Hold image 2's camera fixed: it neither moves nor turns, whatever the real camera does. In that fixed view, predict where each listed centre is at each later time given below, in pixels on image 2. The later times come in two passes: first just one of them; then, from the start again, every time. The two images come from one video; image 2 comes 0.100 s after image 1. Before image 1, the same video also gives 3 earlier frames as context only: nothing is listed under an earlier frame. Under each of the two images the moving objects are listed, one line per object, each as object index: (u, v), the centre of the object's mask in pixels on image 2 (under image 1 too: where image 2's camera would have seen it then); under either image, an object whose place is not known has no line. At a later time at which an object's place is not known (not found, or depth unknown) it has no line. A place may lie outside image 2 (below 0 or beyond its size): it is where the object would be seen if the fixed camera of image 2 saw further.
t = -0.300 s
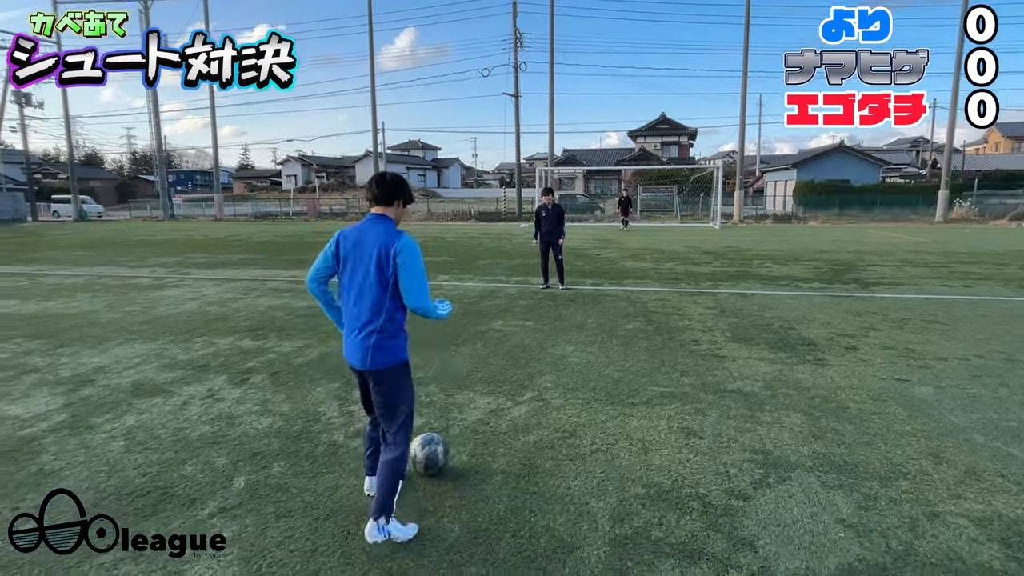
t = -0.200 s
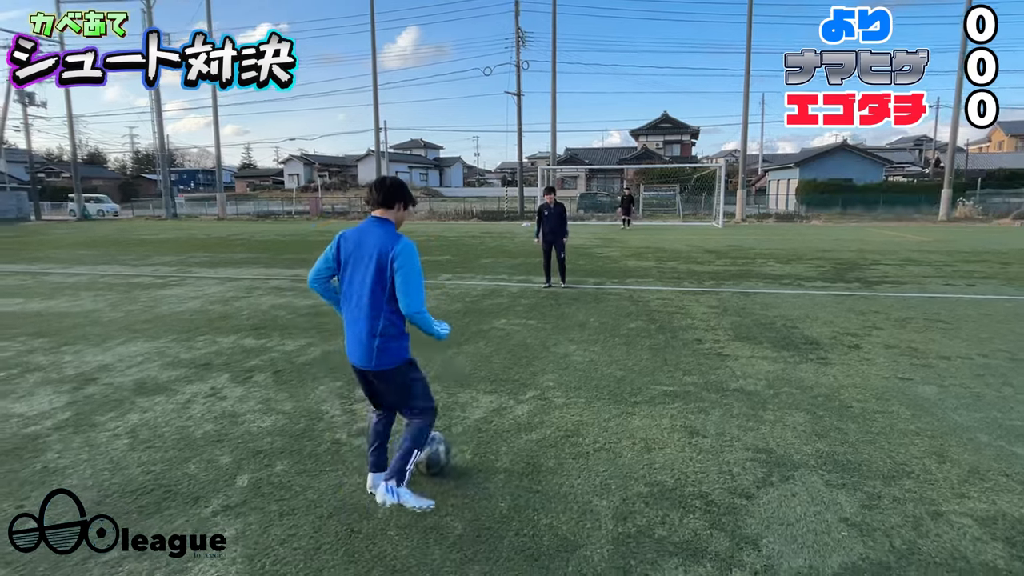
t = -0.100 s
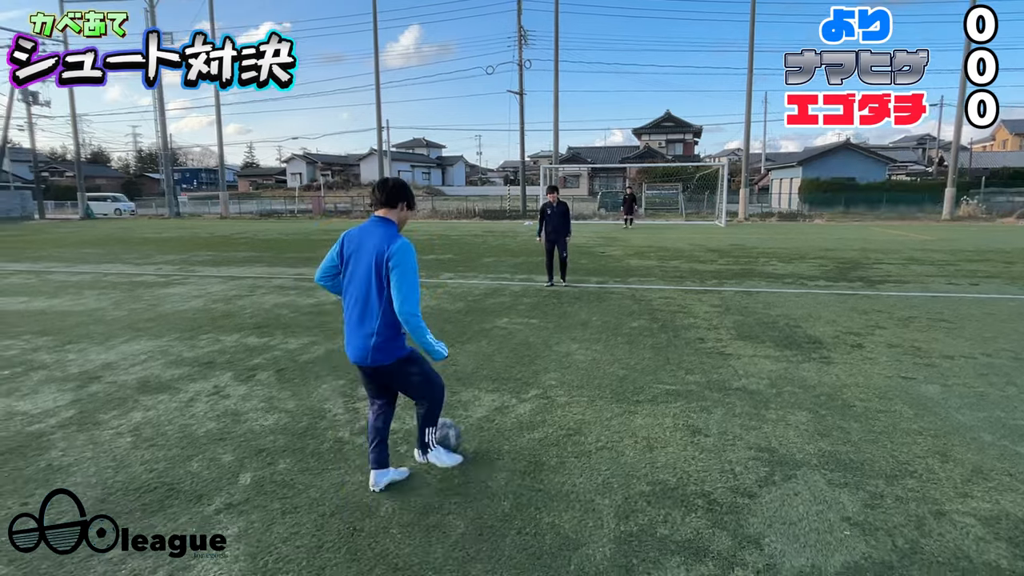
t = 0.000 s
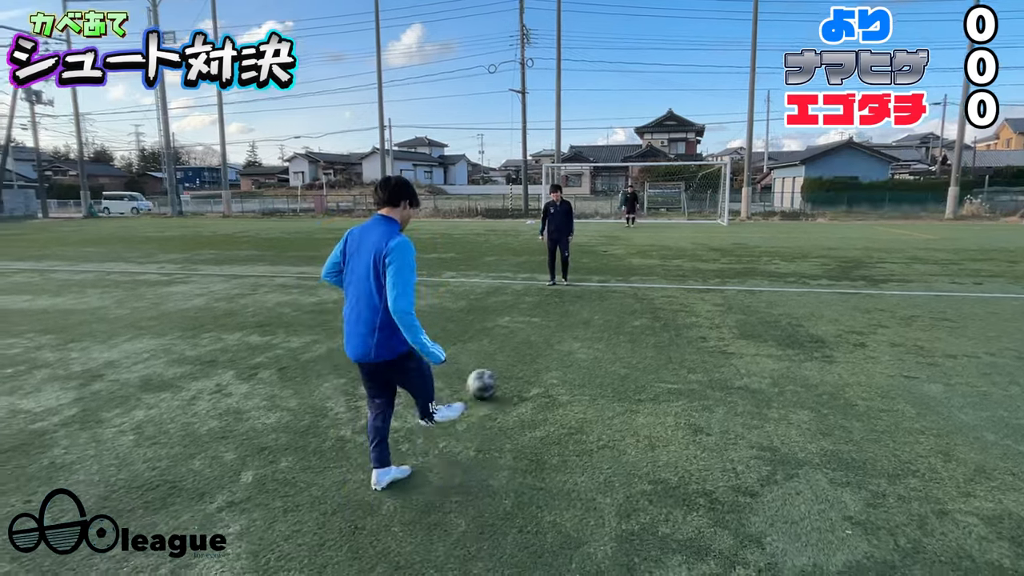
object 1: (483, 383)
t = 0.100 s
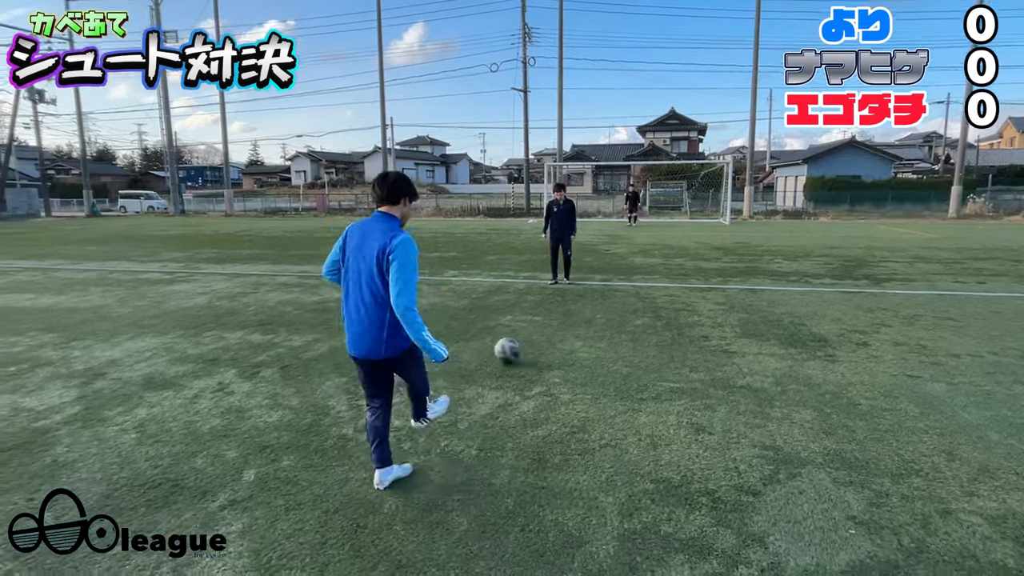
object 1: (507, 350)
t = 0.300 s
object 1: (535, 316)
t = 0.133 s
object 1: (513, 344)
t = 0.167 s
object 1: (519, 337)
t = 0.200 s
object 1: (523, 330)
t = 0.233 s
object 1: (527, 325)
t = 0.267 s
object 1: (532, 321)
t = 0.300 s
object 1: (535, 316)
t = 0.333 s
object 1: (537, 312)
